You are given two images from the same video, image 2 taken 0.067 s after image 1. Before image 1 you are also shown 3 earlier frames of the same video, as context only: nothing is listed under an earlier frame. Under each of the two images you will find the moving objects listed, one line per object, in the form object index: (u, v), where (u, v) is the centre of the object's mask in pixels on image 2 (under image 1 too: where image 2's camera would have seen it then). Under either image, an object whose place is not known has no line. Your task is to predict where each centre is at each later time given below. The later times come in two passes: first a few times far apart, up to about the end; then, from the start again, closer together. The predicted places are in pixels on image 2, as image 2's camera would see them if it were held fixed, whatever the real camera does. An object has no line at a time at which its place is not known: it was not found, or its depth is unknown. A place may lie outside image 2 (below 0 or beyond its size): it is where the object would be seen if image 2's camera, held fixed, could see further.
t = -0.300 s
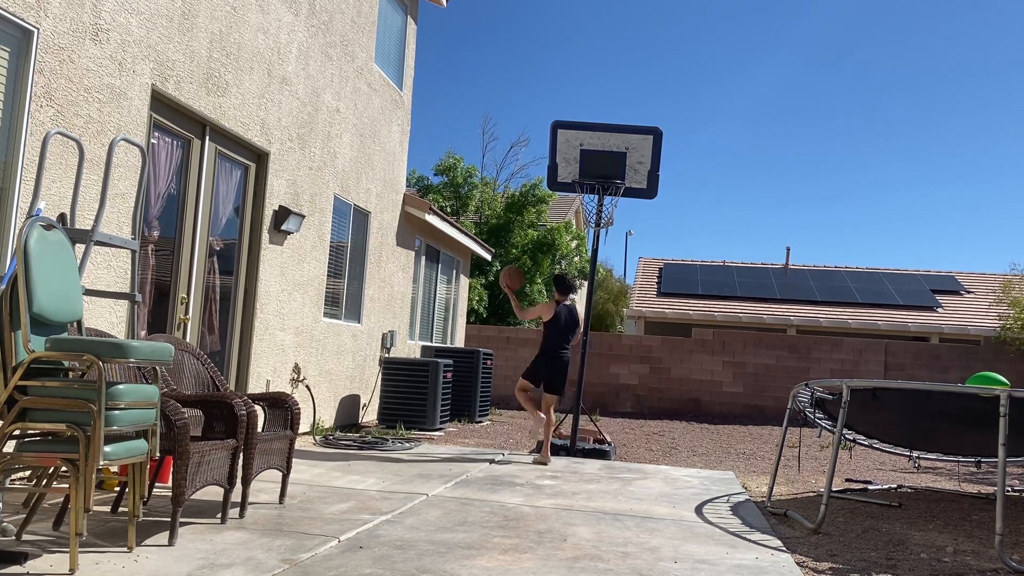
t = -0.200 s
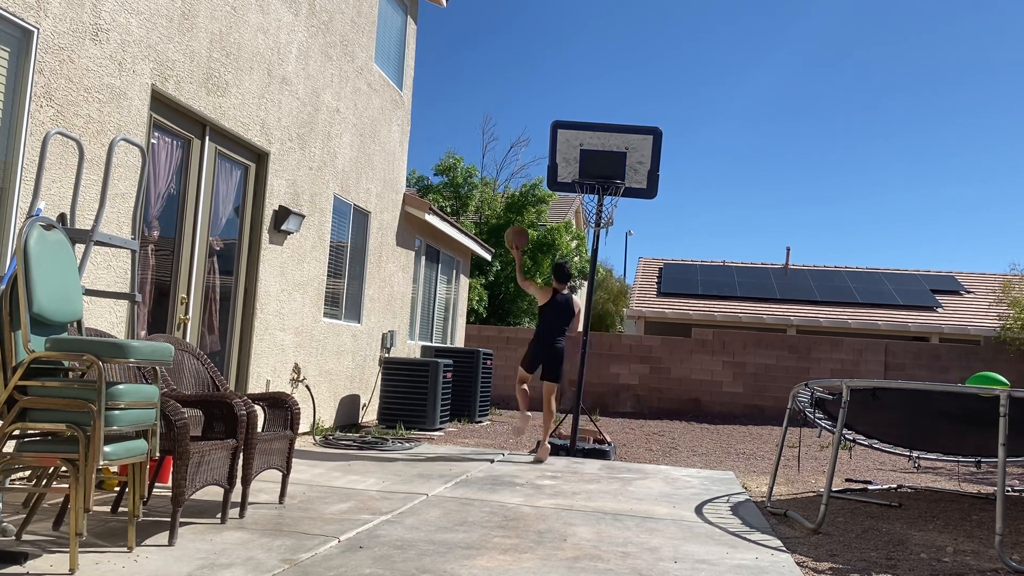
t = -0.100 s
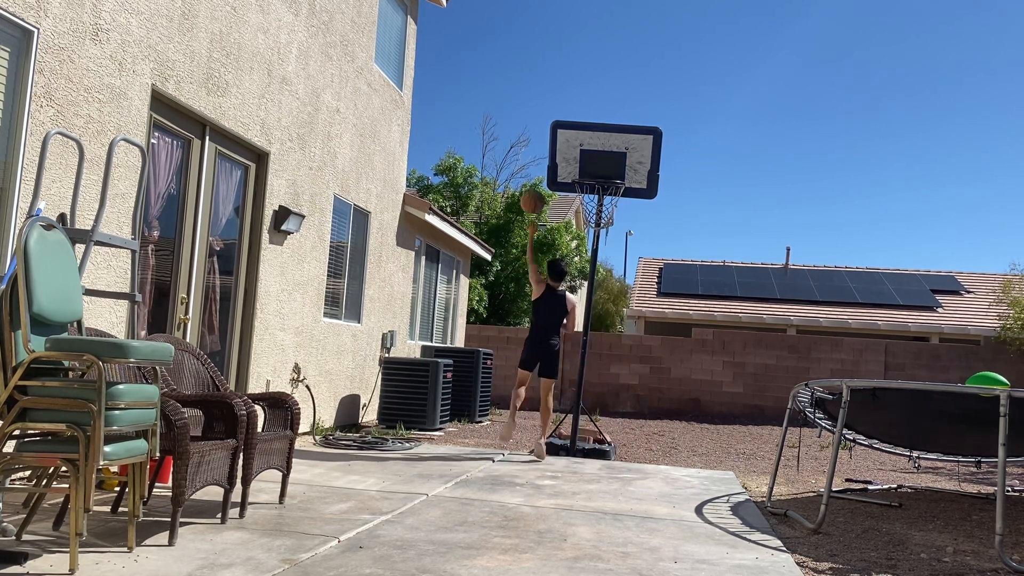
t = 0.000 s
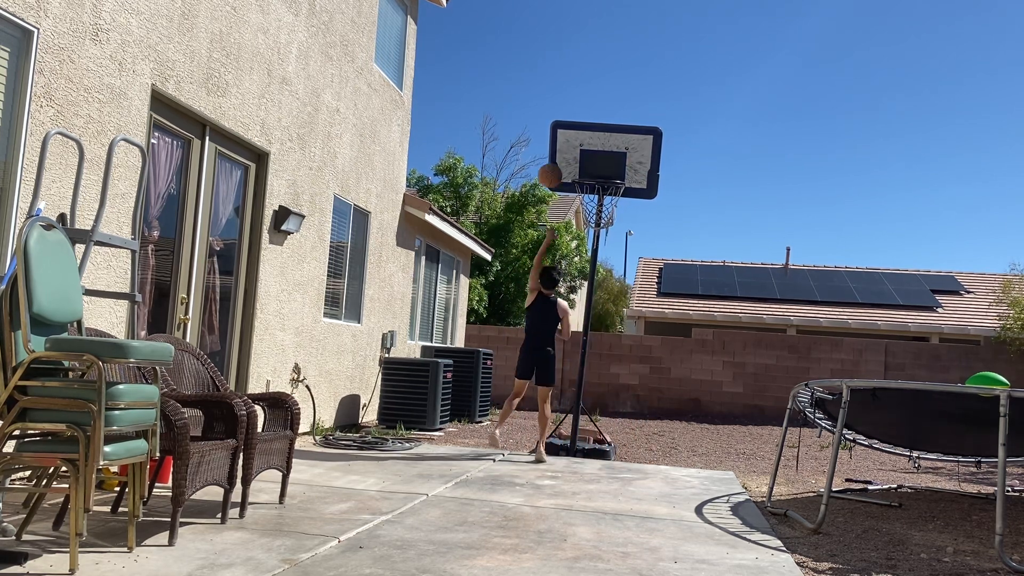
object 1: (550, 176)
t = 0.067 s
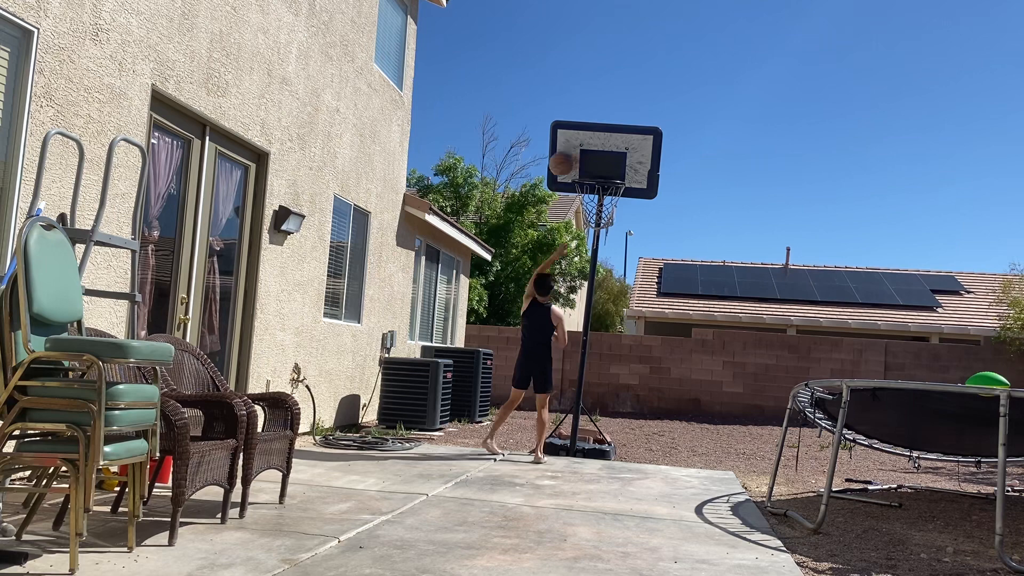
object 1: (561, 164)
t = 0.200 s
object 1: (579, 161)
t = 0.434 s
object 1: (603, 205)
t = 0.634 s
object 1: (622, 287)
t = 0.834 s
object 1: (638, 420)
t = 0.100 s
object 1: (567, 159)
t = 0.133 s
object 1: (570, 159)
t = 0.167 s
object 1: (574, 160)
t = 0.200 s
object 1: (579, 161)
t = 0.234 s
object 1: (583, 165)
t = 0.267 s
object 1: (586, 167)
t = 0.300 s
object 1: (589, 173)
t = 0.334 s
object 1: (593, 180)
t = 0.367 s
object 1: (596, 187)
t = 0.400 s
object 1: (600, 195)
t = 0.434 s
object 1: (603, 205)
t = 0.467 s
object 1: (607, 216)
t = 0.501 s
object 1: (610, 228)
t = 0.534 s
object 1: (613, 241)
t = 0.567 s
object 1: (616, 255)
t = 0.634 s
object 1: (622, 287)
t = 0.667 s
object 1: (625, 307)
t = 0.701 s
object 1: (629, 328)
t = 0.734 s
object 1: (630, 347)
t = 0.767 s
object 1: (634, 369)
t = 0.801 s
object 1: (636, 394)
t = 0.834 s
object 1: (638, 420)
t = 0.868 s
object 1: (641, 446)
